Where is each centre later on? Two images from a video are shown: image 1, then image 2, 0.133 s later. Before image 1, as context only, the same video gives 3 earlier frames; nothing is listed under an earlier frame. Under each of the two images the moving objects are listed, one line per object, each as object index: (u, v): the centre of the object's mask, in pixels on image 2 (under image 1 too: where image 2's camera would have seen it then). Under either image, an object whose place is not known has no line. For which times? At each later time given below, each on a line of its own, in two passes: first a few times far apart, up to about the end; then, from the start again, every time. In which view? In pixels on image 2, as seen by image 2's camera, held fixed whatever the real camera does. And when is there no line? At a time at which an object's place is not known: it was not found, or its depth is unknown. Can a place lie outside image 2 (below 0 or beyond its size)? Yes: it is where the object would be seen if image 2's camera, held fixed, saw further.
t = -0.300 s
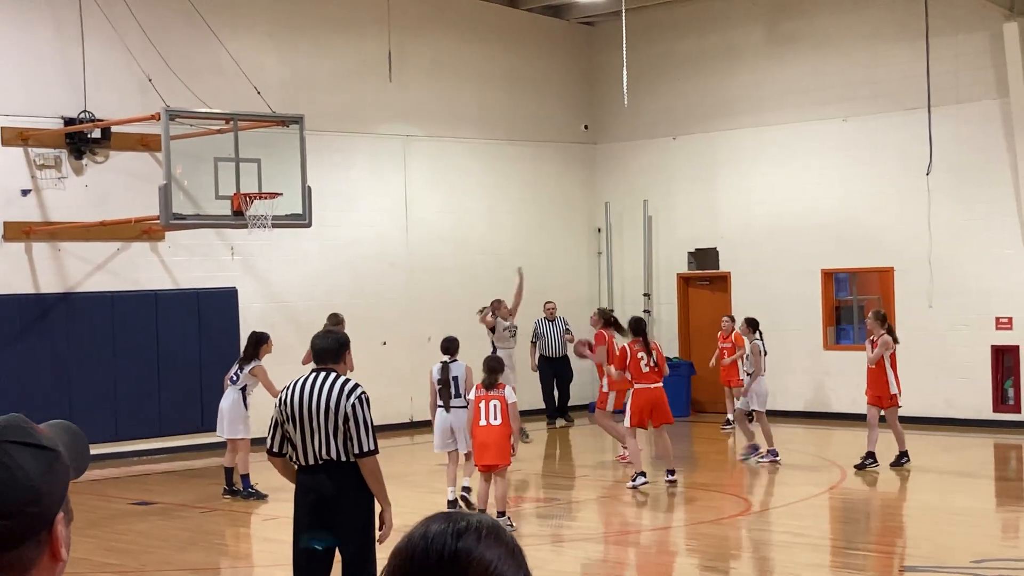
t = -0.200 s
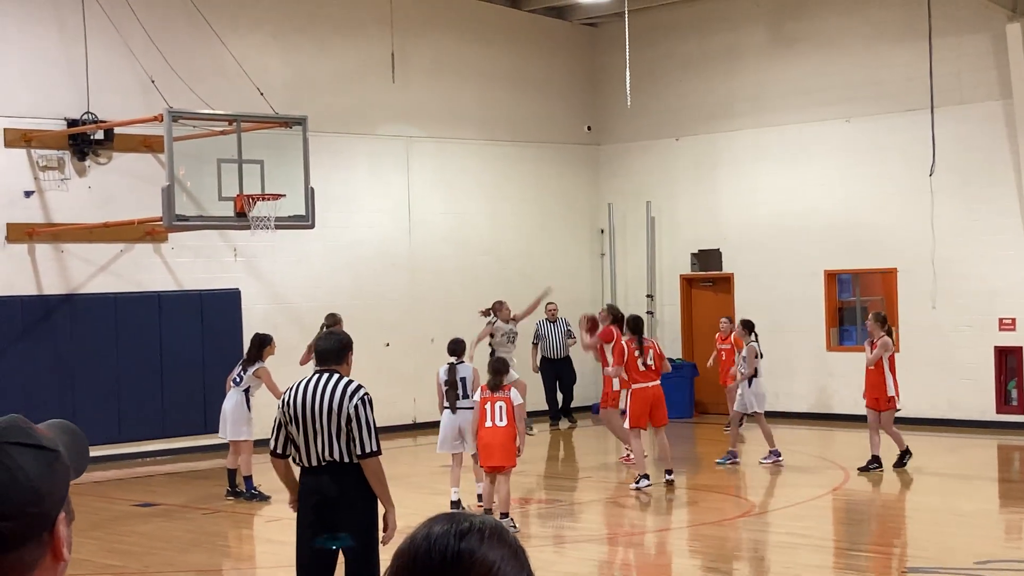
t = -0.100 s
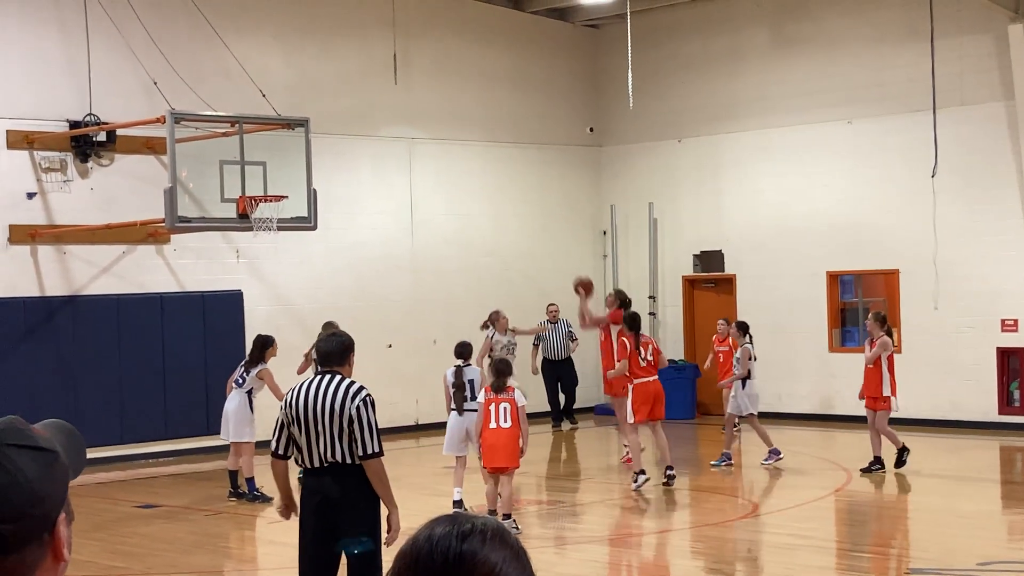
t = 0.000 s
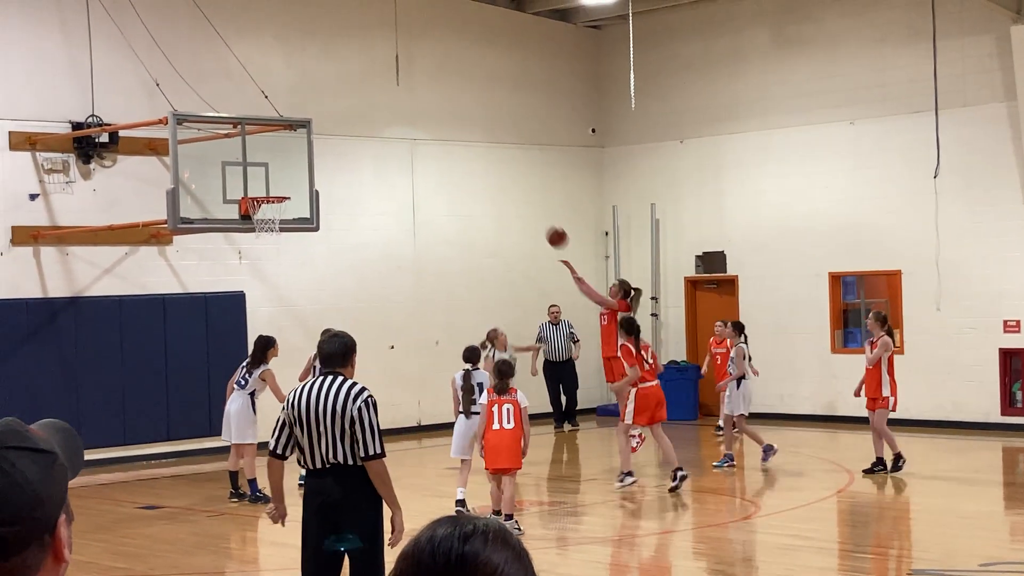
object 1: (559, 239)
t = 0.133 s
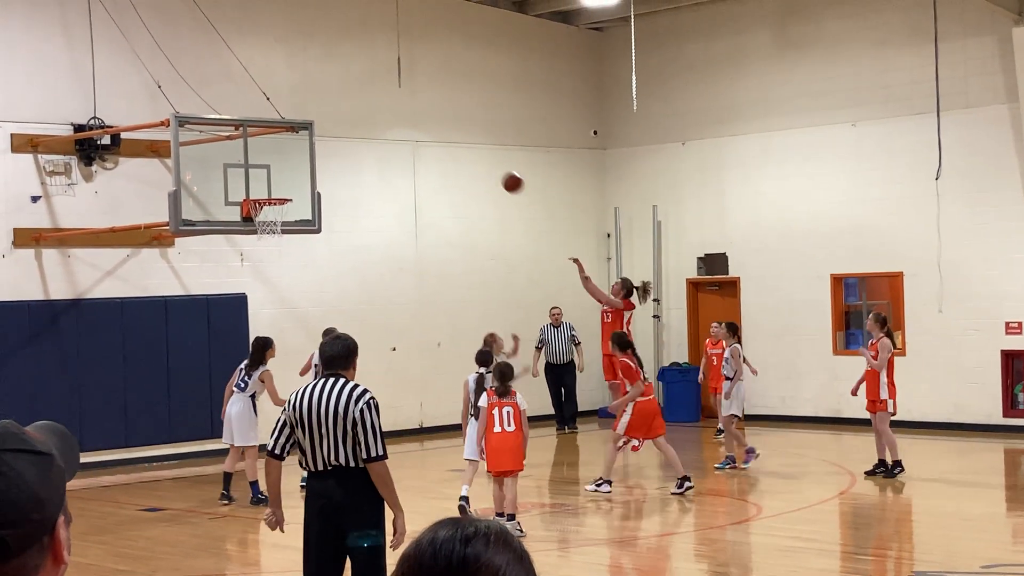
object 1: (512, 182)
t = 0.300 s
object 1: (455, 134)
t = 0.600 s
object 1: (354, 107)
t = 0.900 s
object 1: (269, 154)
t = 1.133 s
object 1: (275, 214)
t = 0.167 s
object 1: (501, 171)
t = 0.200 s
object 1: (489, 160)
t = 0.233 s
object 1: (478, 150)
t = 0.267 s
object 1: (466, 142)
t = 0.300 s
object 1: (455, 134)
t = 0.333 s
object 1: (444, 127)
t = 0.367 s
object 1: (433, 121)
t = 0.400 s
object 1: (421, 116)
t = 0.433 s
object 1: (410, 112)
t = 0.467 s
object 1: (399, 109)
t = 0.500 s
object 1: (388, 107)
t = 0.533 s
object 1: (377, 106)
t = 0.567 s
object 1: (366, 106)
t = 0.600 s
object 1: (354, 107)
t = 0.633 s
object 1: (343, 109)
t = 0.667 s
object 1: (333, 112)
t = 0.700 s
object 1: (322, 115)
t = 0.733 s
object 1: (311, 120)
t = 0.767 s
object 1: (299, 126)
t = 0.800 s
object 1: (289, 133)
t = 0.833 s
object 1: (278, 140)
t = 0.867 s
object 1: (271, 148)
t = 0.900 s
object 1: (269, 154)
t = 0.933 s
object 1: (268, 161)
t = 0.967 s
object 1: (268, 169)
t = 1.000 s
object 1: (267, 179)
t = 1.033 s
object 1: (266, 188)
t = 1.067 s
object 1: (266, 199)
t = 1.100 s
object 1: (271, 208)
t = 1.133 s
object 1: (275, 214)
